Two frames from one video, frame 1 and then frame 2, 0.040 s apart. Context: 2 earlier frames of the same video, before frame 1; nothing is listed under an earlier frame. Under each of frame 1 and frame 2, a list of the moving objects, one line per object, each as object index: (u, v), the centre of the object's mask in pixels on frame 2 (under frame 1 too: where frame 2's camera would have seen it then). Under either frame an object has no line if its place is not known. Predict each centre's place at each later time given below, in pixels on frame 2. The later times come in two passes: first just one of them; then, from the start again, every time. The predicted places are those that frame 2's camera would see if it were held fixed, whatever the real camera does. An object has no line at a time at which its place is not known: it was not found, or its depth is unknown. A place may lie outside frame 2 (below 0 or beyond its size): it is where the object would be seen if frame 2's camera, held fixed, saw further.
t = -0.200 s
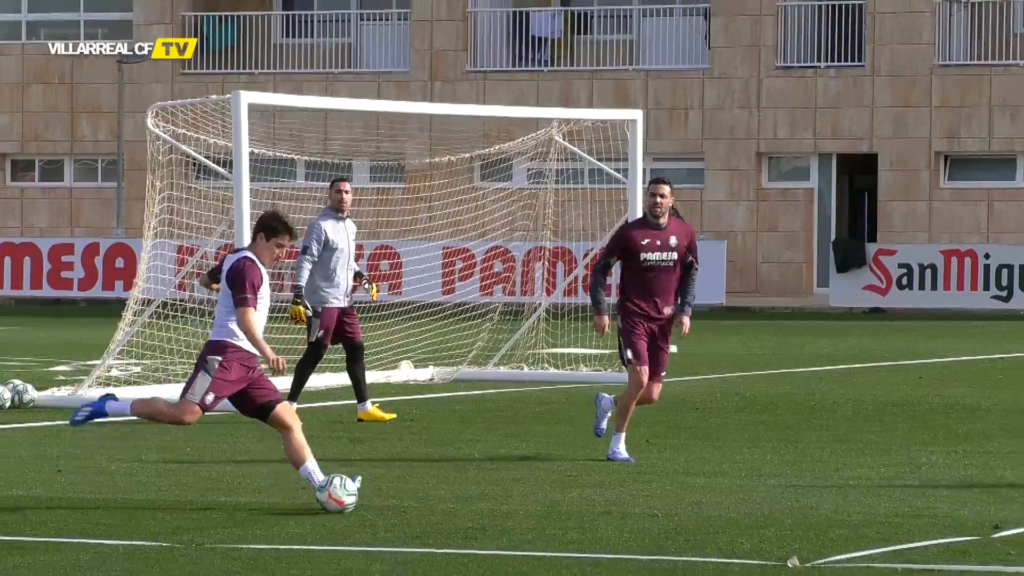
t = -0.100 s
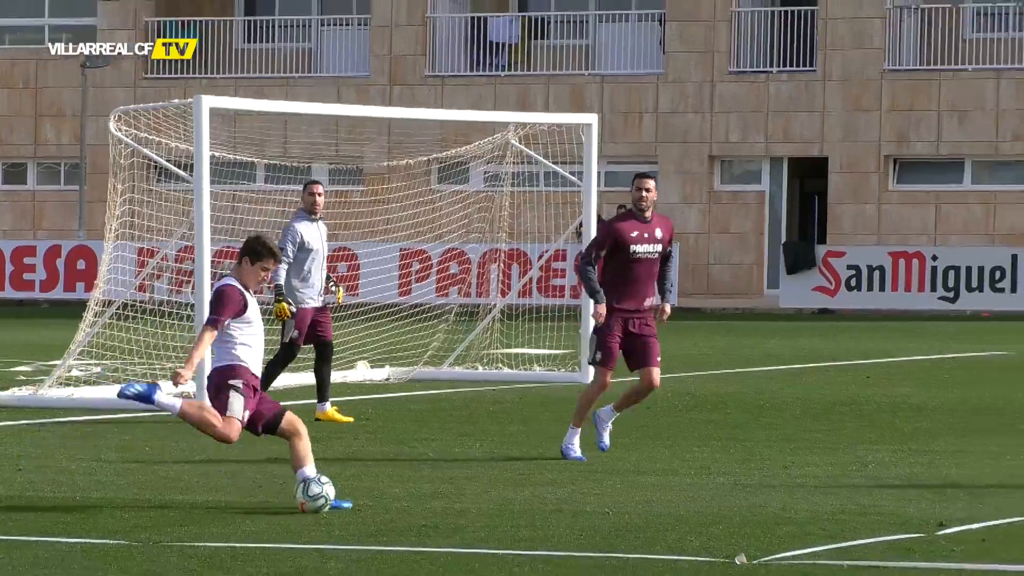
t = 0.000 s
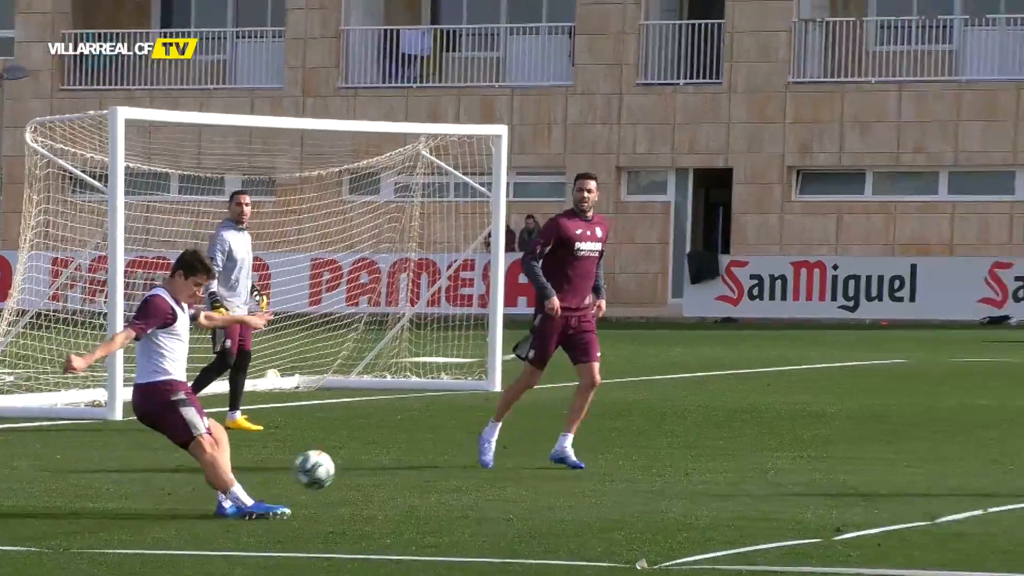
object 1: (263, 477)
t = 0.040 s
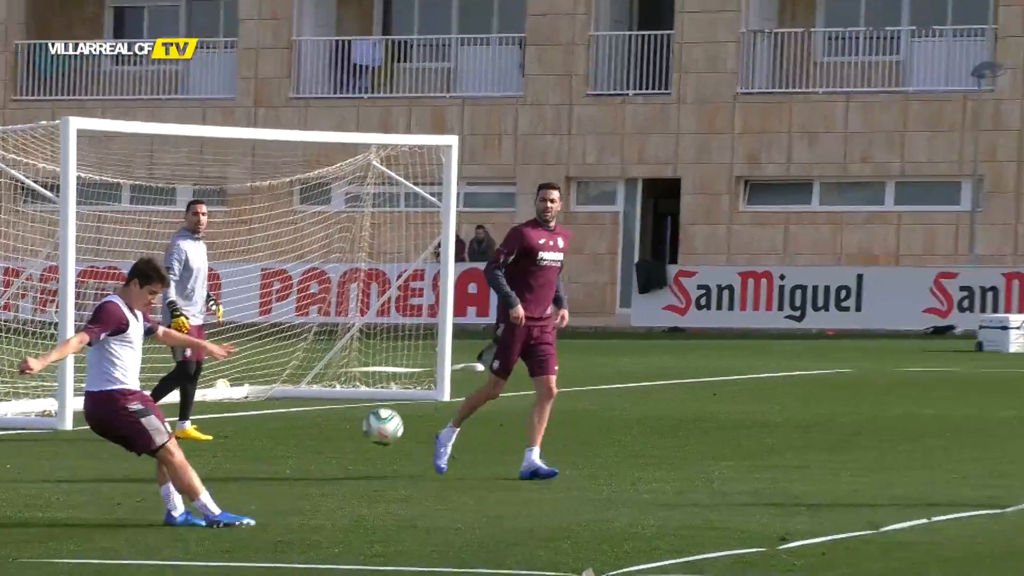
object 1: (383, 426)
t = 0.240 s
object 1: (903, 204)
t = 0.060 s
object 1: (441, 403)
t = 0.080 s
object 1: (497, 377)
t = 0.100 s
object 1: (551, 354)
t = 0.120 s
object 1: (604, 331)
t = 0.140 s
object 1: (656, 309)
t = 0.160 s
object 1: (706, 289)
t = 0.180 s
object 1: (756, 268)
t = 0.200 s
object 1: (806, 247)
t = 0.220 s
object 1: (855, 225)
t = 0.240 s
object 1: (903, 204)
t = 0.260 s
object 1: (952, 183)
